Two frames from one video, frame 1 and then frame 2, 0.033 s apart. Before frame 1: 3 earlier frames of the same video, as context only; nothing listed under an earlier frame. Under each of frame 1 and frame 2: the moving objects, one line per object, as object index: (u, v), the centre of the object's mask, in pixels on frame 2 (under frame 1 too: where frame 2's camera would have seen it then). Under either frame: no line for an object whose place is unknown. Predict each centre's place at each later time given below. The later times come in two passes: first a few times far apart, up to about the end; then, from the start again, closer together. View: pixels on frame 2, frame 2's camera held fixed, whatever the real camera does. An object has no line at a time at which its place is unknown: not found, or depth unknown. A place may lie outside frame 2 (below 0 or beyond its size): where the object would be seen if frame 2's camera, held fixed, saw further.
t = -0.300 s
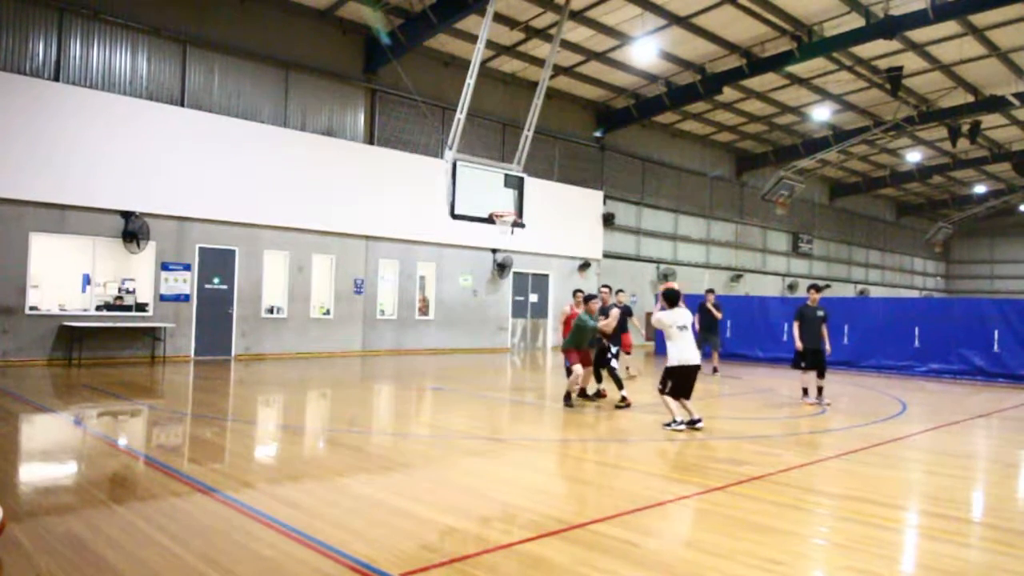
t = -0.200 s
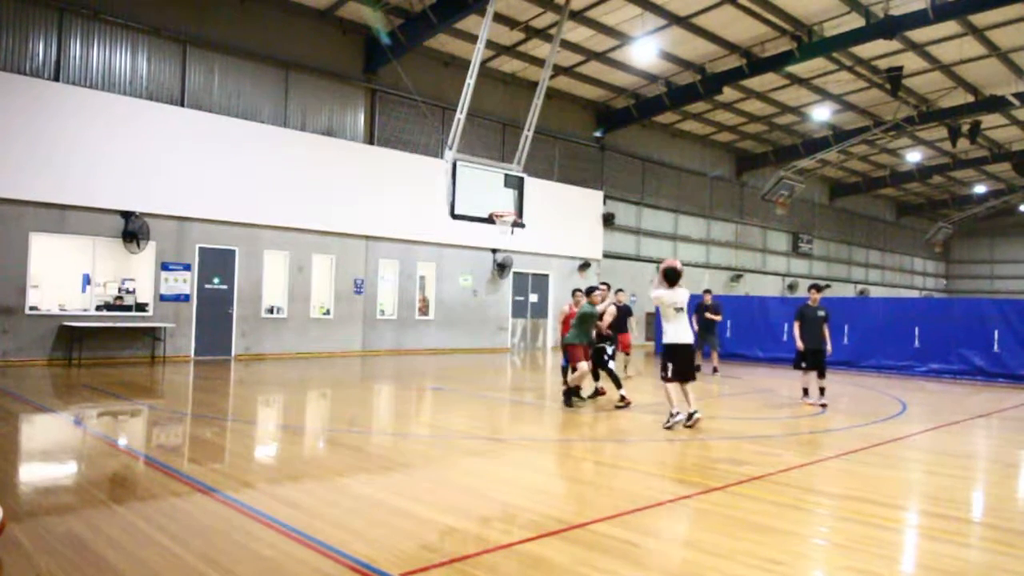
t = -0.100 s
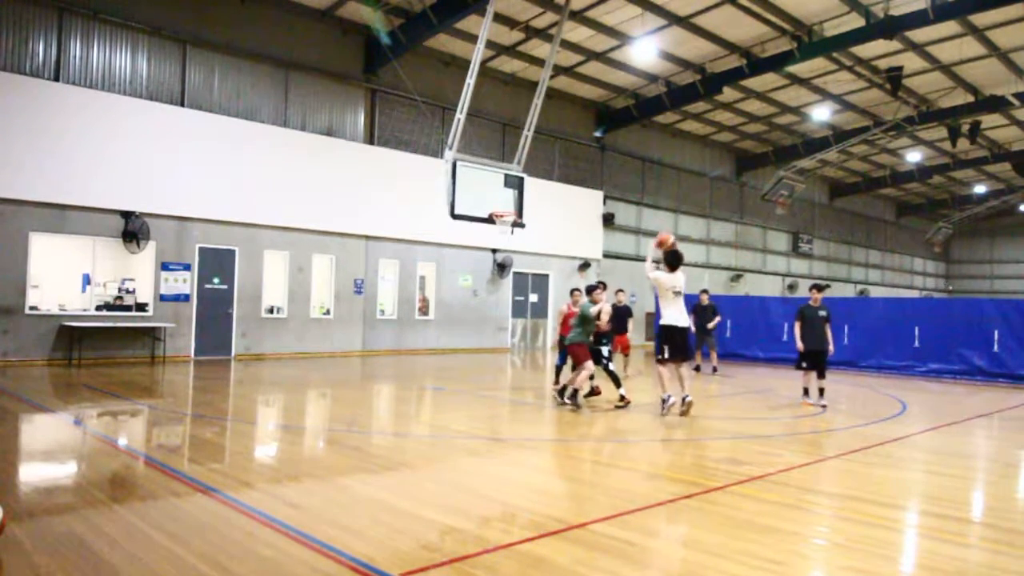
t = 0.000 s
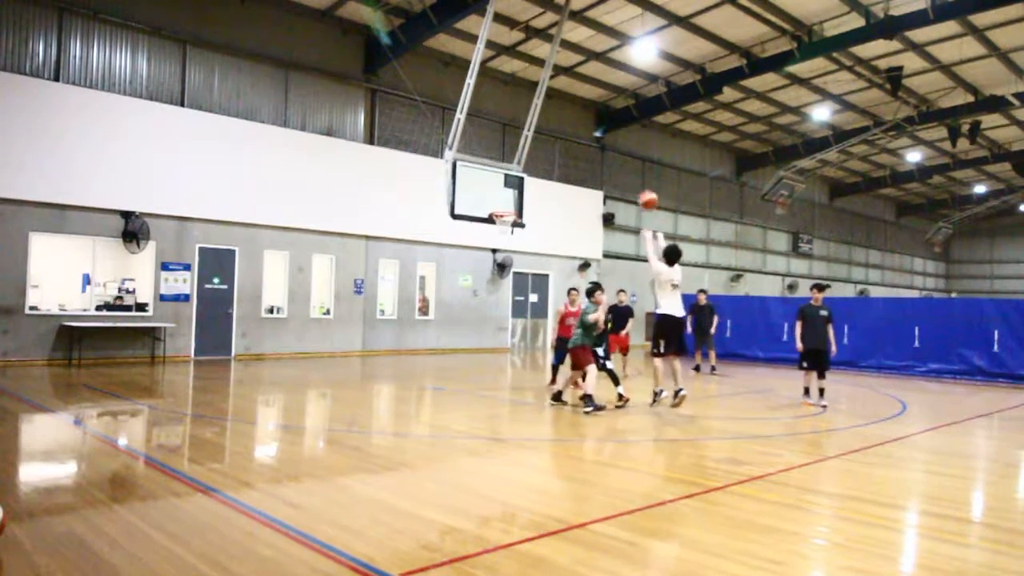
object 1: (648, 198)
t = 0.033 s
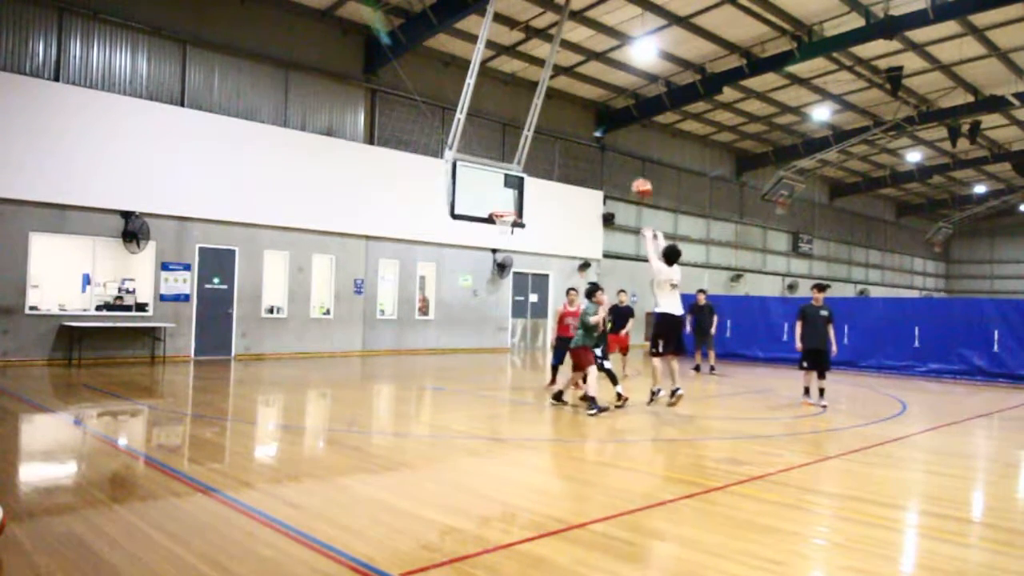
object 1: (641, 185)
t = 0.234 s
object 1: (608, 136)
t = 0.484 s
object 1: (573, 121)
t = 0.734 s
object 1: (543, 142)
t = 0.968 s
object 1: (521, 188)
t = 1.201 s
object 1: (503, 203)
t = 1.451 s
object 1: (524, 207)
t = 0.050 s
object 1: (638, 180)
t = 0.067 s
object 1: (636, 175)
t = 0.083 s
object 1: (632, 170)
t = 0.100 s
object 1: (630, 165)
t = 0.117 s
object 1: (626, 161)
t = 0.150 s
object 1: (621, 152)
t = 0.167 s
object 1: (618, 149)
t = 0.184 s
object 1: (615, 146)
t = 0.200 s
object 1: (612, 141)
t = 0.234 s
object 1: (608, 136)
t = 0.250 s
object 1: (605, 134)
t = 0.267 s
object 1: (602, 132)
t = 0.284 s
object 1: (600, 131)
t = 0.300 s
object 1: (597, 130)
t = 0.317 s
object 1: (595, 128)
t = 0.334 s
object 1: (592, 125)
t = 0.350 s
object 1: (590, 124)
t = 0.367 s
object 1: (588, 123)
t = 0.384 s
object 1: (586, 122)
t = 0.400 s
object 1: (584, 121)
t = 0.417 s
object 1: (581, 120)
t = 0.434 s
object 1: (579, 120)
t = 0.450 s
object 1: (577, 120)
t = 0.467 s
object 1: (575, 120)
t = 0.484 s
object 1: (573, 121)
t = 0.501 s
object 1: (571, 121)
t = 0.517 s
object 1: (569, 121)
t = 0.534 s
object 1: (566, 121)
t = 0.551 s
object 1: (565, 123)
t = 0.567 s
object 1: (563, 124)
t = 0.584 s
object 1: (561, 125)
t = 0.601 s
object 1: (558, 127)
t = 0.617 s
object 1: (557, 128)
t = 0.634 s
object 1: (555, 130)
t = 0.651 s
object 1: (553, 132)
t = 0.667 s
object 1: (551, 134)
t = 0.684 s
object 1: (549, 136)
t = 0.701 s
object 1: (547, 138)
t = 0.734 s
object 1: (543, 142)
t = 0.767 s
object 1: (540, 148)
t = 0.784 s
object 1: (539, 150)
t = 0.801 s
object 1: (537, 153)
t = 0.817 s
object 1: (535, 156)
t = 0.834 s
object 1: (533, 159)
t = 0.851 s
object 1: (531, 162)
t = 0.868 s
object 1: (530, 166)
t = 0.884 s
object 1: (530, 169)
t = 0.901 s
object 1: (529, 173)
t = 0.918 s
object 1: (525, 177)
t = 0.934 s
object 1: (523, 180)
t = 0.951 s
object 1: (522, 185)
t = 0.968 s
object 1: (521, 188)
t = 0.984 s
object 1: (520, 192)
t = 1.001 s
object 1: (518, 197)
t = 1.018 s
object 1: (516, 199)
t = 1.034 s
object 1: (514, 205)
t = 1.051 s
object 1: (515, 206)
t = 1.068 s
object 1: (513, 204)
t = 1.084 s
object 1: (510, 203)
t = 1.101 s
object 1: (509, 203)
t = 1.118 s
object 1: (507, 203)
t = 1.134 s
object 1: (507, 203)
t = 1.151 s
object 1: (505, 203)
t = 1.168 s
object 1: (505, 203)
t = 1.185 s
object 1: (504, 203)
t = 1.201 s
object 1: (503, 203)
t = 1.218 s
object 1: (502, 203)
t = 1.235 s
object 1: (503, 203)
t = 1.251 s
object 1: (504, 202)
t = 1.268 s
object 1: (505, 203)
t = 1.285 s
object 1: (507, 202)
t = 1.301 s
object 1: (508, 202)
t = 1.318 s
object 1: (512, 202)
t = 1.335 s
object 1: (513, 202)
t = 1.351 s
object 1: (514, 202)
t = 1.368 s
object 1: (516, 202)
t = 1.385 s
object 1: (517, 202)
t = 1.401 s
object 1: (520, 204)
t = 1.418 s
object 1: (521, 205)
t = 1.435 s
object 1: (523, 206)
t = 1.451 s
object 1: (524, 207)
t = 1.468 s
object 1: (526, 209)
